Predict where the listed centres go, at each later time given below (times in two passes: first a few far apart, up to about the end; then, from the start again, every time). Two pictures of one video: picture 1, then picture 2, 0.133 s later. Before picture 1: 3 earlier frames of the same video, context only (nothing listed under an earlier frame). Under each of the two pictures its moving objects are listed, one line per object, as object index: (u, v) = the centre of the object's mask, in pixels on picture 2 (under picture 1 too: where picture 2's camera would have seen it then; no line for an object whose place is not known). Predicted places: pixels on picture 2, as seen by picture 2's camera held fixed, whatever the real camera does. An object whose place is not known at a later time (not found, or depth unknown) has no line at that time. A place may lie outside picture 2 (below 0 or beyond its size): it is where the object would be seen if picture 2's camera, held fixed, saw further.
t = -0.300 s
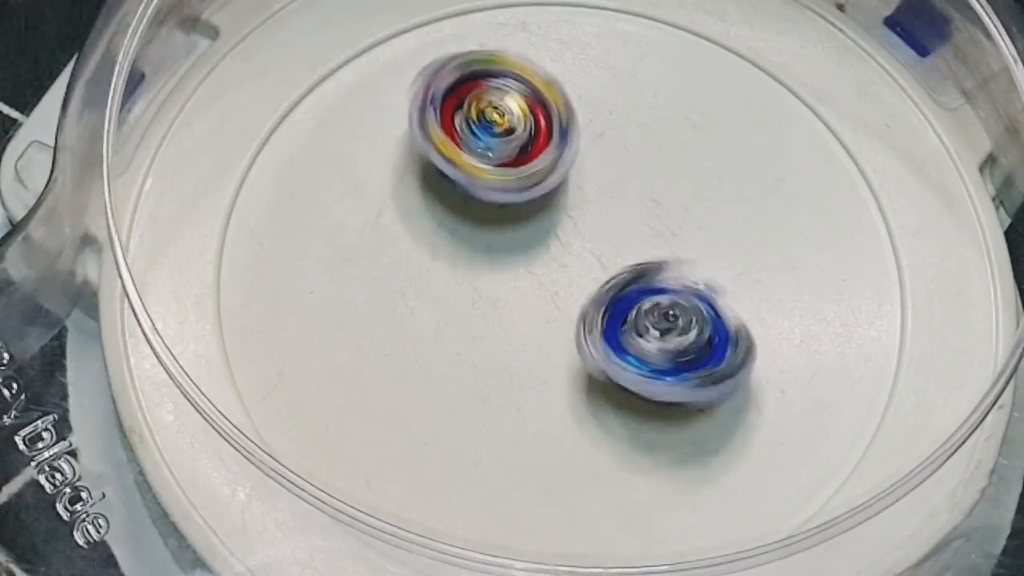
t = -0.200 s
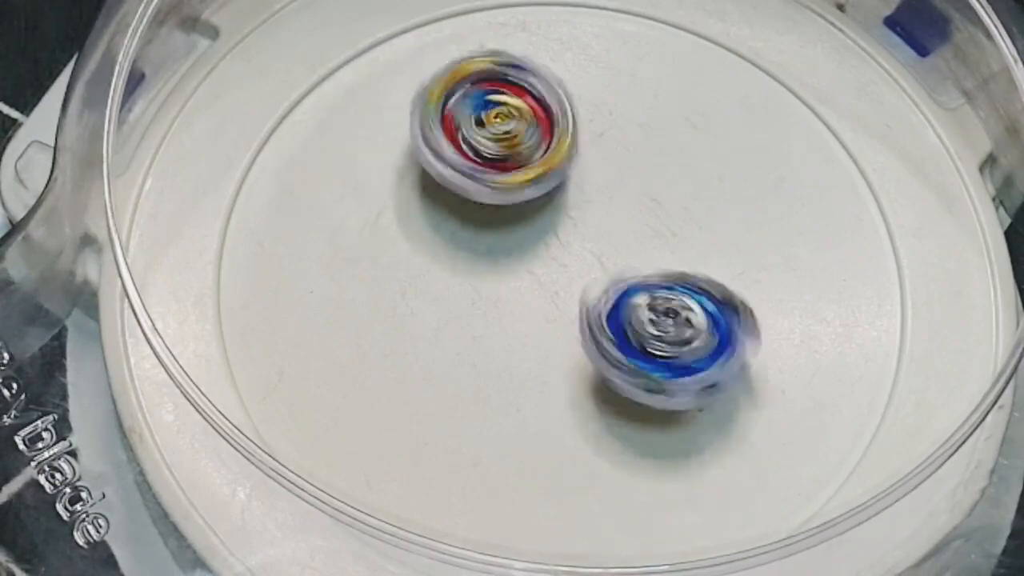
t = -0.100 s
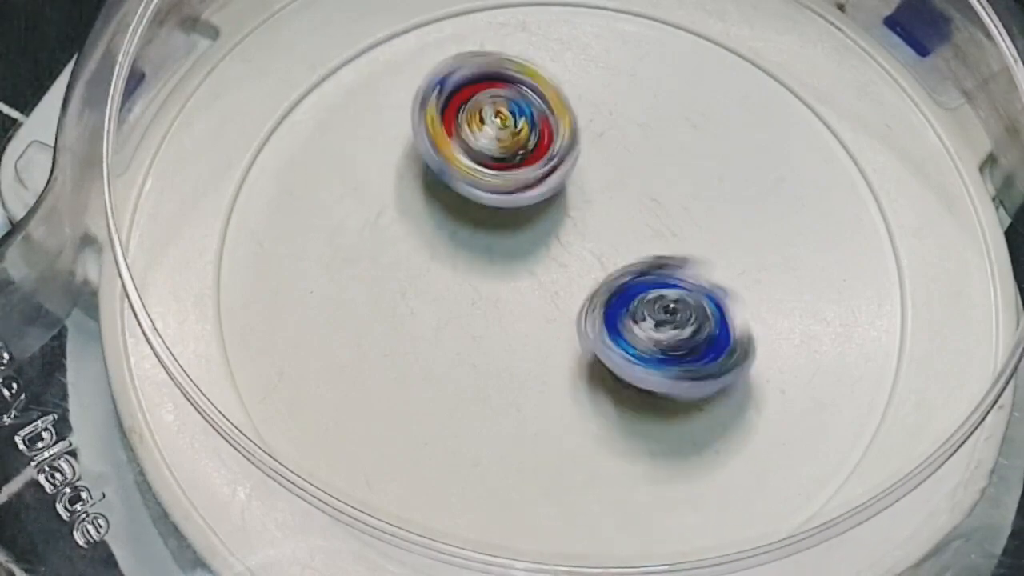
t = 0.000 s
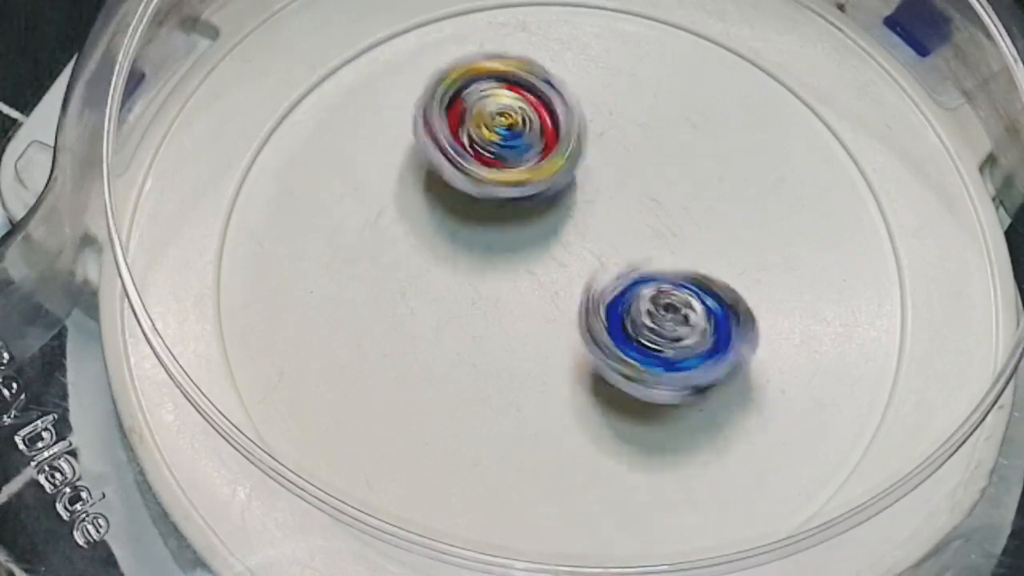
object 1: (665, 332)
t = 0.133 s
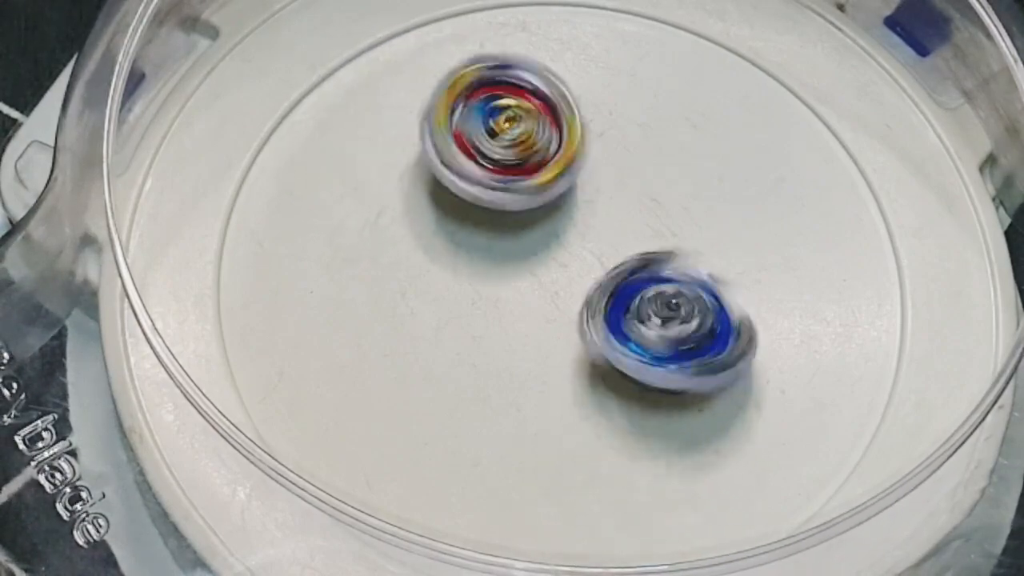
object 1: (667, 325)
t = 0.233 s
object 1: (669, 326)
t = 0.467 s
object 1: (670, 320)
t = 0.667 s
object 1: (671, 315)
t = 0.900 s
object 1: (673, 301)
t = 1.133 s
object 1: (816, 294)
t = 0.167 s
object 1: (665, 326)
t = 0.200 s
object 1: (667, 327)
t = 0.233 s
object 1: (669, 326)
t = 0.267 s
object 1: (671, 325)
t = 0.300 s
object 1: (672, 322)
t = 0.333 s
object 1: (669, 319)
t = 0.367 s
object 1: (666, 319)
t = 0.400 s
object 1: (665, 320)
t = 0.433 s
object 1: (667, 321)
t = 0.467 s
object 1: (670, 320)
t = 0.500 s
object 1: (673, 319)
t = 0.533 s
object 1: (672, 316)
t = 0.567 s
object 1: (670, 314)
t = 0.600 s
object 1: (668, 314)
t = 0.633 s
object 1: (669, 315)
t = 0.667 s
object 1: (671, 315)
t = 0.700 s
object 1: (673, 313)
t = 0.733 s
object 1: (675, 310)
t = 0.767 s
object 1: (673, 307)
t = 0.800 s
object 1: (668, 308)
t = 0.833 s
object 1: (668, 309)
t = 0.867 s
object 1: (670, 310)
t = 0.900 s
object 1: (673, 301)
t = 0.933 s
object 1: (681, 279)
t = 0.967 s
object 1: (704, 269)
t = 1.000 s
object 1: (735, 268)
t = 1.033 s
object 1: (760, 272)
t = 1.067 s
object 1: (780, 279)
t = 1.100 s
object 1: (801, 286)
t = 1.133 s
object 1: (816, 294)
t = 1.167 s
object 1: (837, 307)
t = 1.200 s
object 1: (852, 326)
